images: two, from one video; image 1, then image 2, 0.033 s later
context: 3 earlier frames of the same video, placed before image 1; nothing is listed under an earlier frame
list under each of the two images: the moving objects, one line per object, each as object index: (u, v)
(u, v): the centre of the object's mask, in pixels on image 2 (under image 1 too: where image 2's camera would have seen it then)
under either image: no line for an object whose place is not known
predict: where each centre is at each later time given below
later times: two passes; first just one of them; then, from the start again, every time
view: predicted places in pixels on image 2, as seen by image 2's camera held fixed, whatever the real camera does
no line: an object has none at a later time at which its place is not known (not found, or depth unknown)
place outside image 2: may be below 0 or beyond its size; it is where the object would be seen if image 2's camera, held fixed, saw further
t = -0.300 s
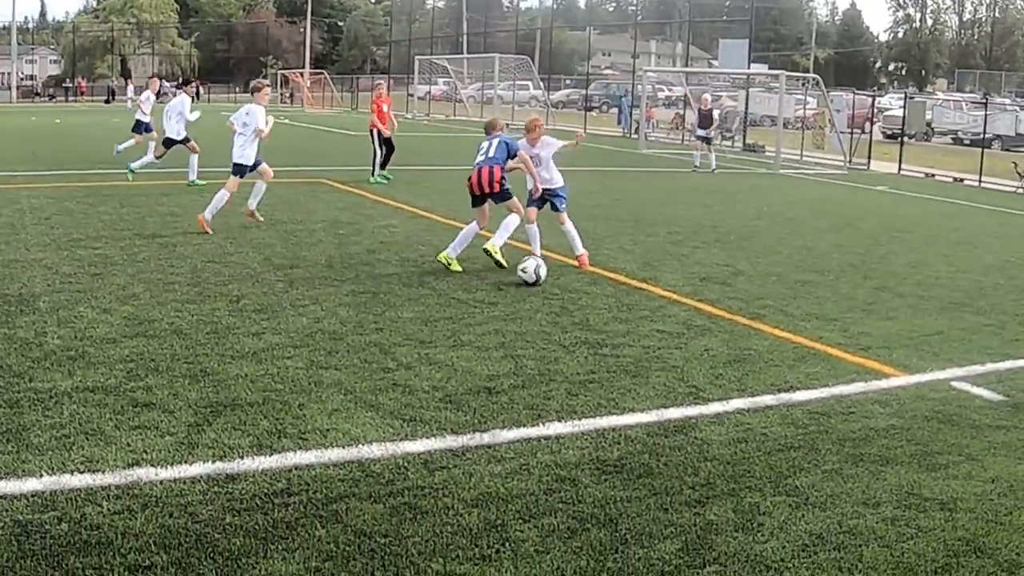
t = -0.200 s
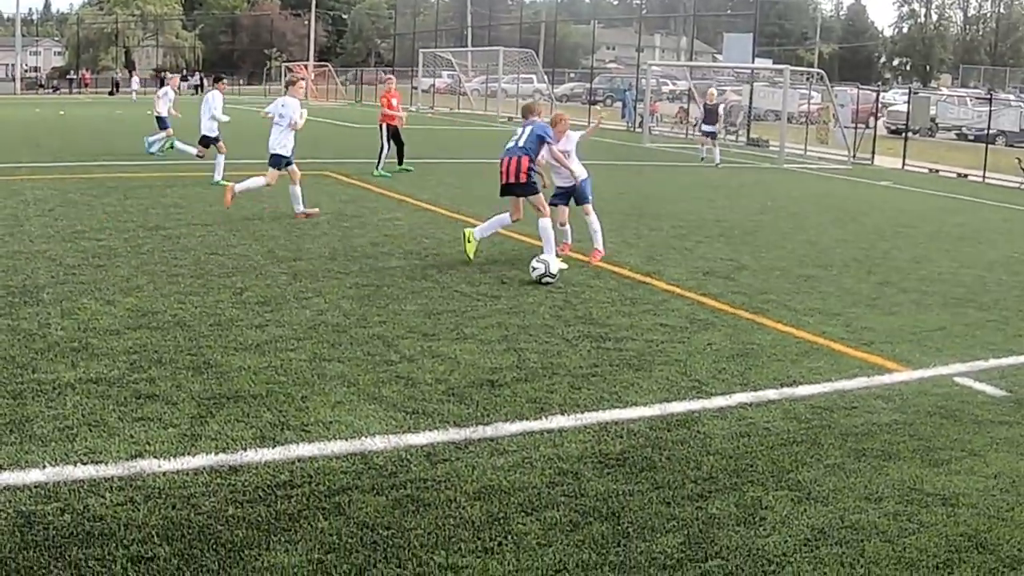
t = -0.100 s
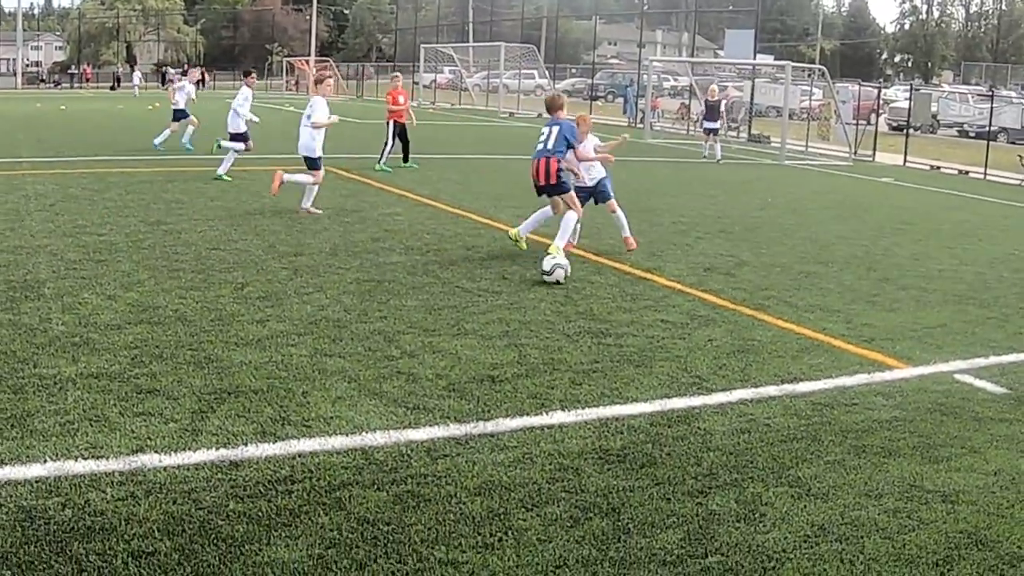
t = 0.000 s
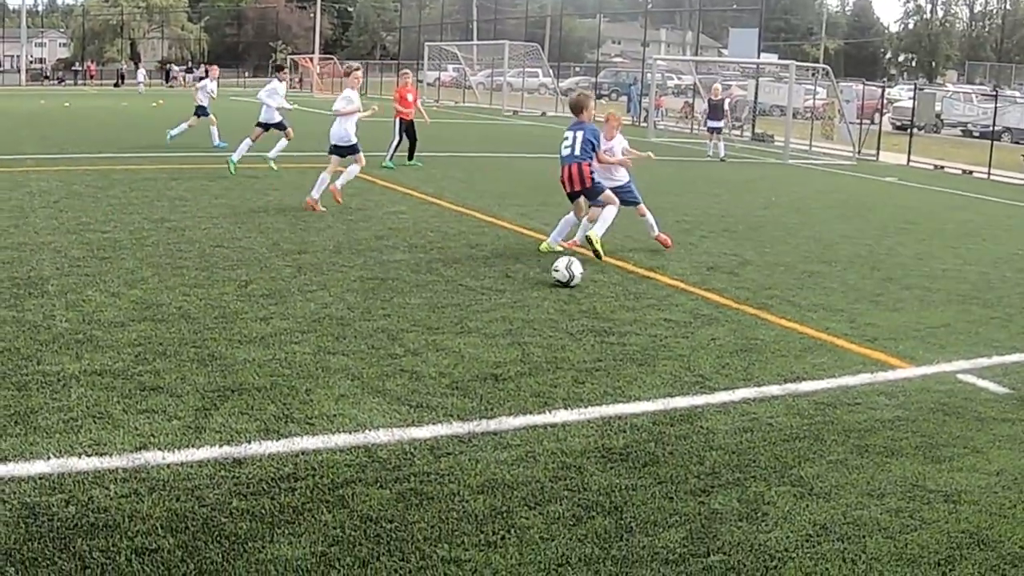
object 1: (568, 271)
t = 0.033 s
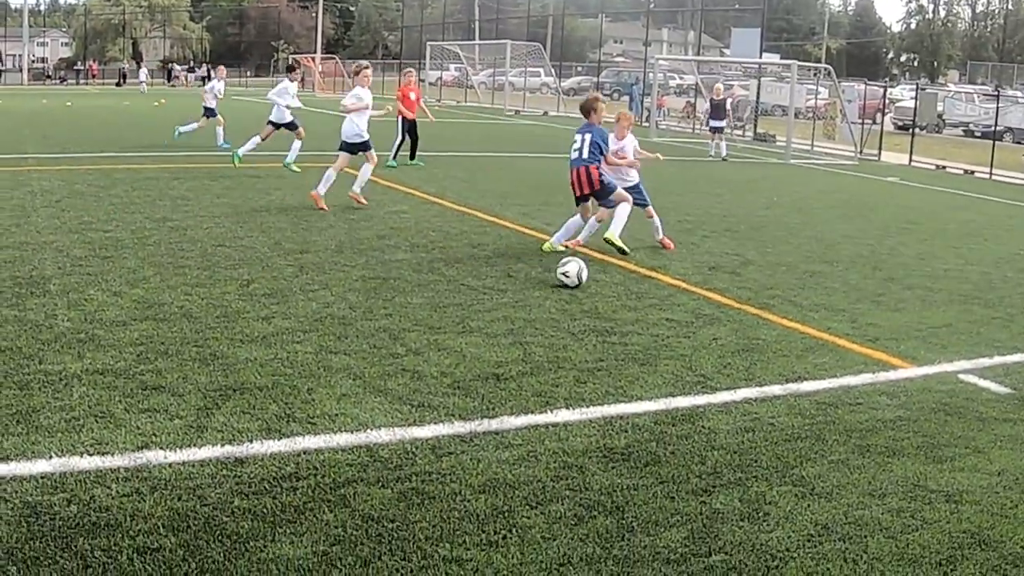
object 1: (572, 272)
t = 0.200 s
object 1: (587, 279)
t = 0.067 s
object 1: (574, 274)
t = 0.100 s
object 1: (578, 275)
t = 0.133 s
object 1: (580, 276)
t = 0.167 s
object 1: (583, 277)
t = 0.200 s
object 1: (587, 279)
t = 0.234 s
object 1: (589, 280)
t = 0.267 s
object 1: (592, 281)
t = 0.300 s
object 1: (595, 283)
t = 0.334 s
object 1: (598, 284)
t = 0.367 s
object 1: (600, 285)
